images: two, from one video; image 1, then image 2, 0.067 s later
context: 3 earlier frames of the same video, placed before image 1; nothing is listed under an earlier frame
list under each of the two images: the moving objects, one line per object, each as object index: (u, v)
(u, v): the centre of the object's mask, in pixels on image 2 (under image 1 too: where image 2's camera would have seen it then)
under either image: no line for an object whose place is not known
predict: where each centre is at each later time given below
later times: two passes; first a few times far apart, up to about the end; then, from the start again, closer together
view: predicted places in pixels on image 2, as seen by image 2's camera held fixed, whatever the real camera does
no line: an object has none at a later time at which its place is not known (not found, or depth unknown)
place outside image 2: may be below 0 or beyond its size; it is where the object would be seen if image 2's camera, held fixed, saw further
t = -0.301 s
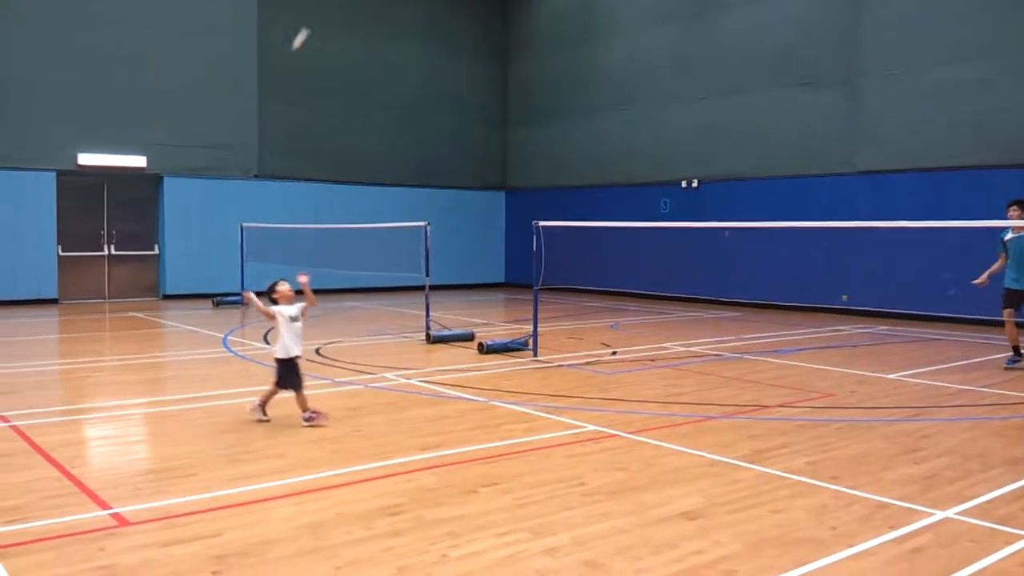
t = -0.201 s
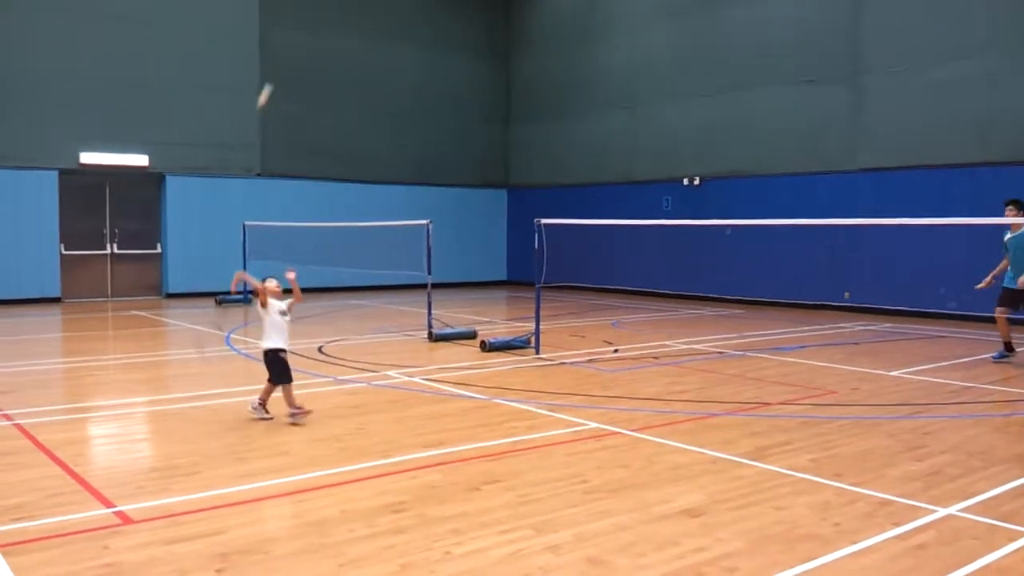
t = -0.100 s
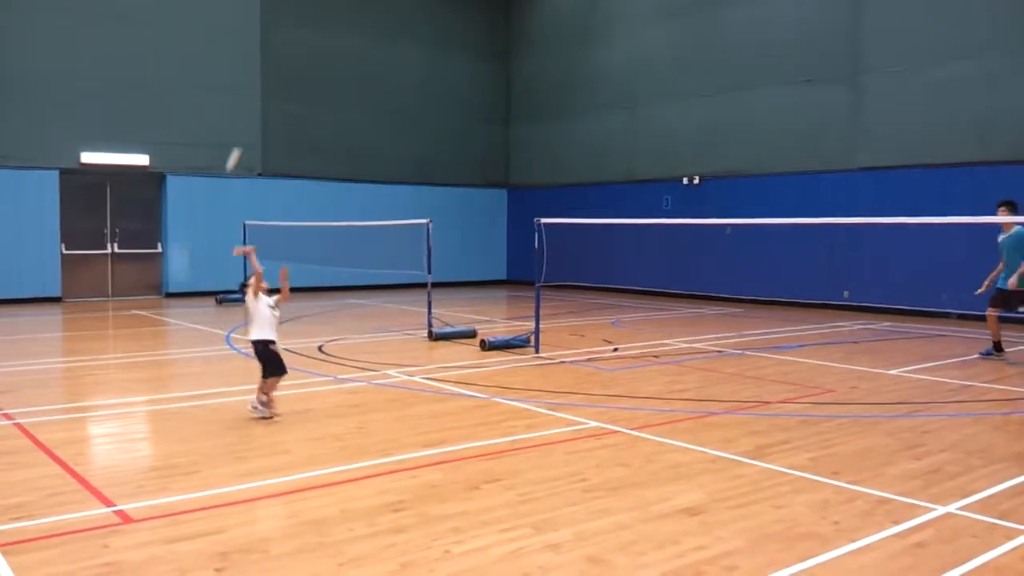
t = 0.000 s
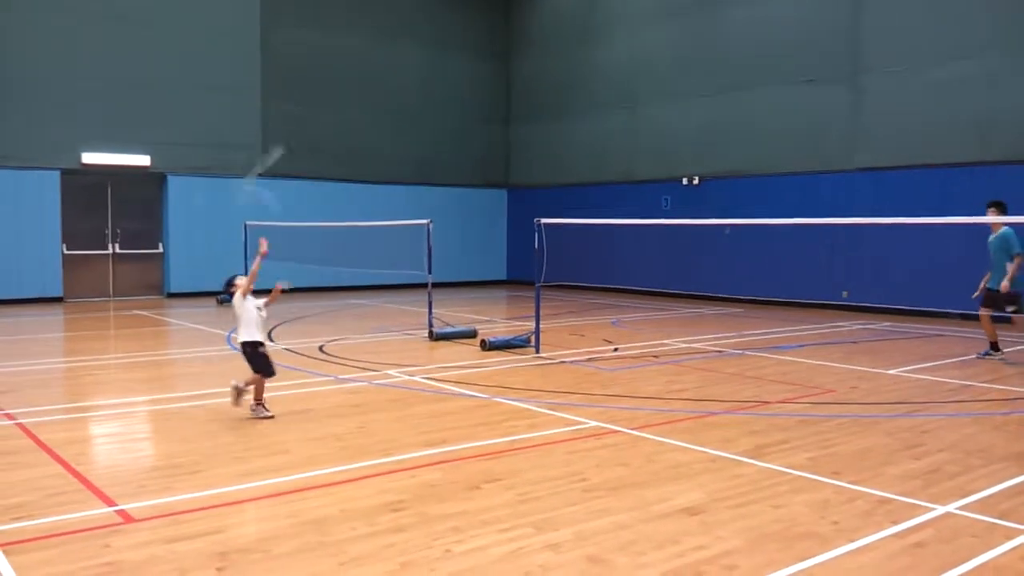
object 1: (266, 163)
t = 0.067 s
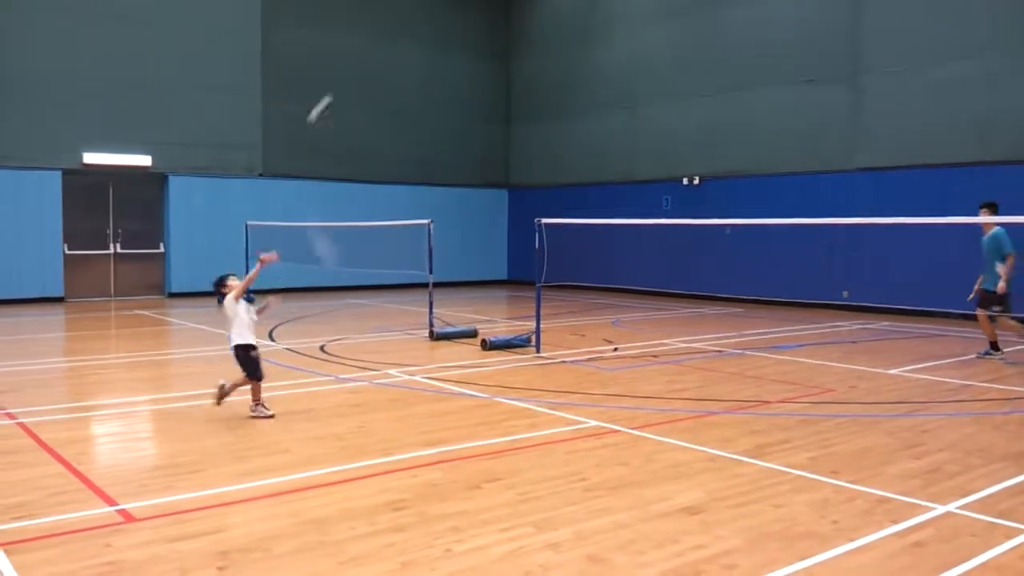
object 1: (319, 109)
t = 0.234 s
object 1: (422, 45)
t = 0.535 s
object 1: (528, 37)
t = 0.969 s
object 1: (613, 152)
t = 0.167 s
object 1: (387, 64)
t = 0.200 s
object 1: (406, 53)
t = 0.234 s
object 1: (422, 45)
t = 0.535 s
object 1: (528, 37)
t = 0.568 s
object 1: (537, 42)
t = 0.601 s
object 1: (545, 47)
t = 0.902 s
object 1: (603, 127)
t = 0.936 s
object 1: (608, 139)
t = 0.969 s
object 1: (613, 152)
